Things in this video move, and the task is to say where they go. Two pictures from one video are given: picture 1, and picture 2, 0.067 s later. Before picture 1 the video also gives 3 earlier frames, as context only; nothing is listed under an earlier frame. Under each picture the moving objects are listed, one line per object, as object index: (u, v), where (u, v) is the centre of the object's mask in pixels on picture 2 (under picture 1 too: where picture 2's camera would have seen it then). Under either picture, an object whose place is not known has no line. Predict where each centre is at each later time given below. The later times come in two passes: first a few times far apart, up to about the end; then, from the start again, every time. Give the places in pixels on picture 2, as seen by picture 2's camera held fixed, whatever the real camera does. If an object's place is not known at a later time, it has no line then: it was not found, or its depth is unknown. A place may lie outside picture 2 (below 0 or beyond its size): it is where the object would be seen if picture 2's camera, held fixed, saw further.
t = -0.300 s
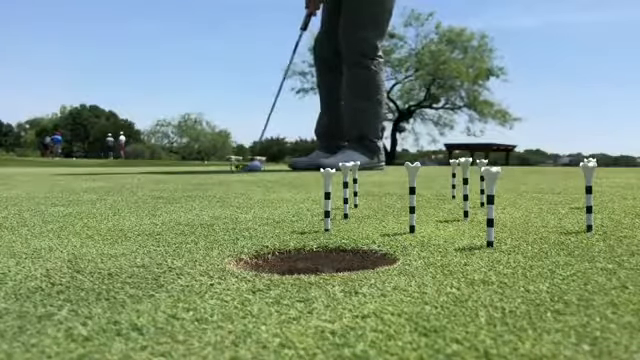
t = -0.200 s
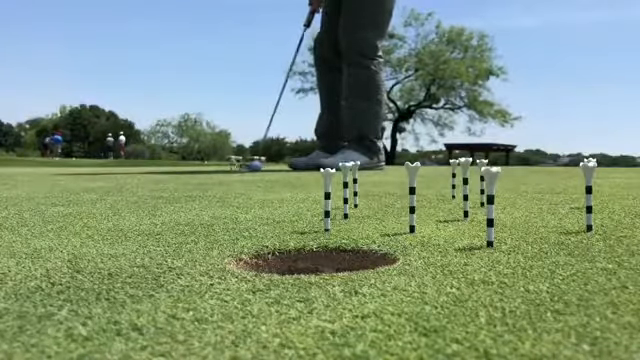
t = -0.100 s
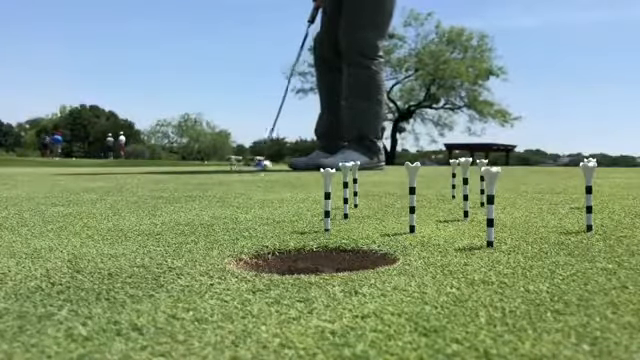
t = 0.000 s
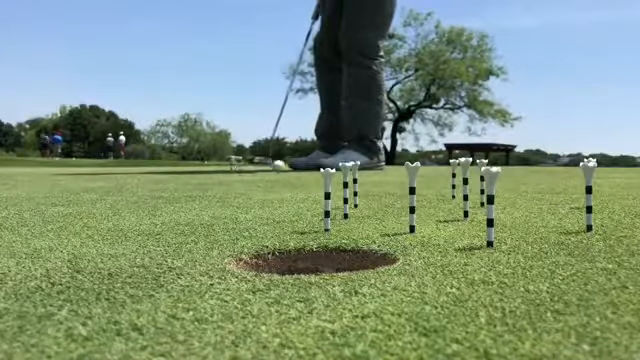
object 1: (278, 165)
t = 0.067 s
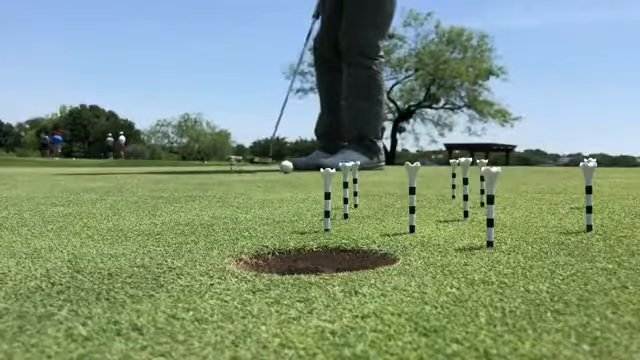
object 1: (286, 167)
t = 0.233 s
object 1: (306, 168)
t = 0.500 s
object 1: (334, 166)
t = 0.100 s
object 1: (290, 167)
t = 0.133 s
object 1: (294, 167)
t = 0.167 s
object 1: (298, 167)
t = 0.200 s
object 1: (302, 167)
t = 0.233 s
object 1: (306, 168)
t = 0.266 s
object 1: (309, 168)
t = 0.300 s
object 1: (313, 169)
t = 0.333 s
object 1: (317, 169)
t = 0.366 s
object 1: (320, 168)
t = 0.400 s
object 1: (323, 168)
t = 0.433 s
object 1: (327, 165)
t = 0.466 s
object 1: (332, 167)
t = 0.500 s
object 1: (334, 166)
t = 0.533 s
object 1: (336, 167)
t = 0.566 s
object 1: (338, 167)
